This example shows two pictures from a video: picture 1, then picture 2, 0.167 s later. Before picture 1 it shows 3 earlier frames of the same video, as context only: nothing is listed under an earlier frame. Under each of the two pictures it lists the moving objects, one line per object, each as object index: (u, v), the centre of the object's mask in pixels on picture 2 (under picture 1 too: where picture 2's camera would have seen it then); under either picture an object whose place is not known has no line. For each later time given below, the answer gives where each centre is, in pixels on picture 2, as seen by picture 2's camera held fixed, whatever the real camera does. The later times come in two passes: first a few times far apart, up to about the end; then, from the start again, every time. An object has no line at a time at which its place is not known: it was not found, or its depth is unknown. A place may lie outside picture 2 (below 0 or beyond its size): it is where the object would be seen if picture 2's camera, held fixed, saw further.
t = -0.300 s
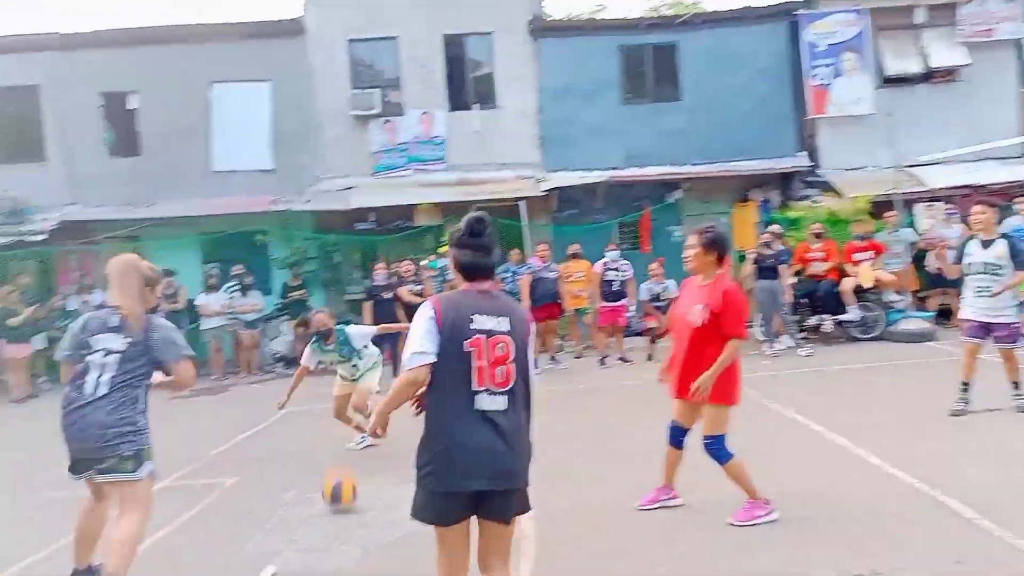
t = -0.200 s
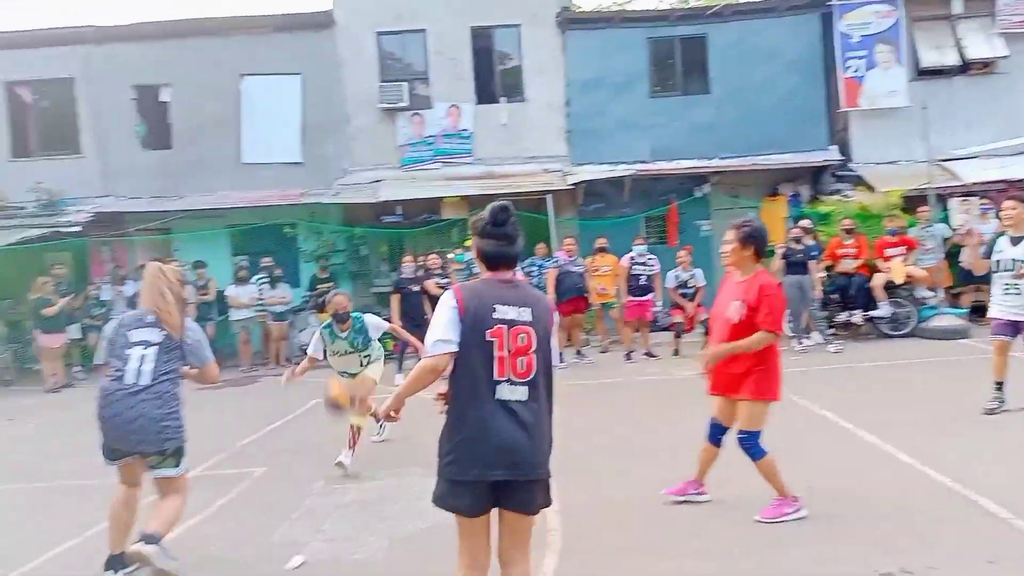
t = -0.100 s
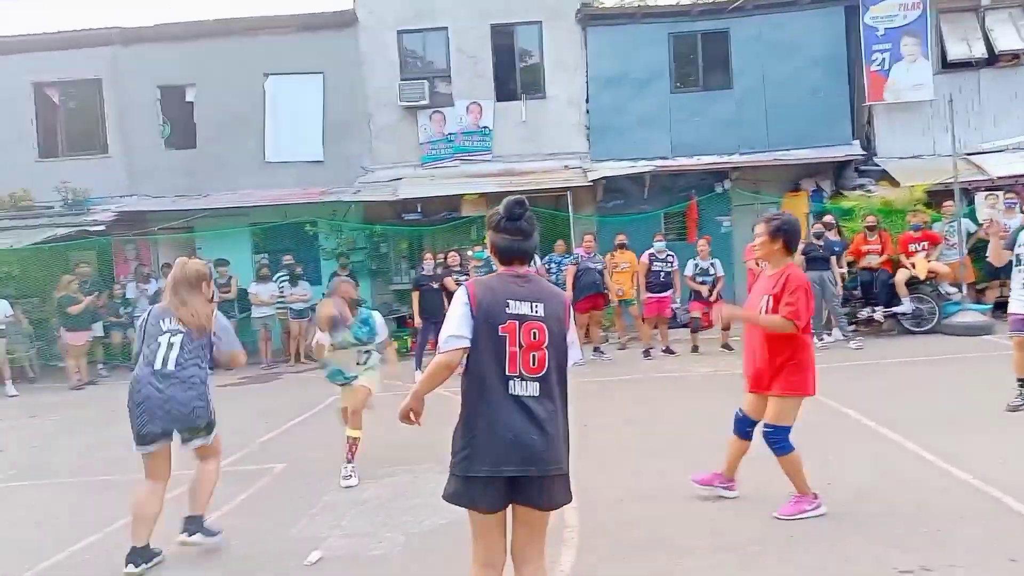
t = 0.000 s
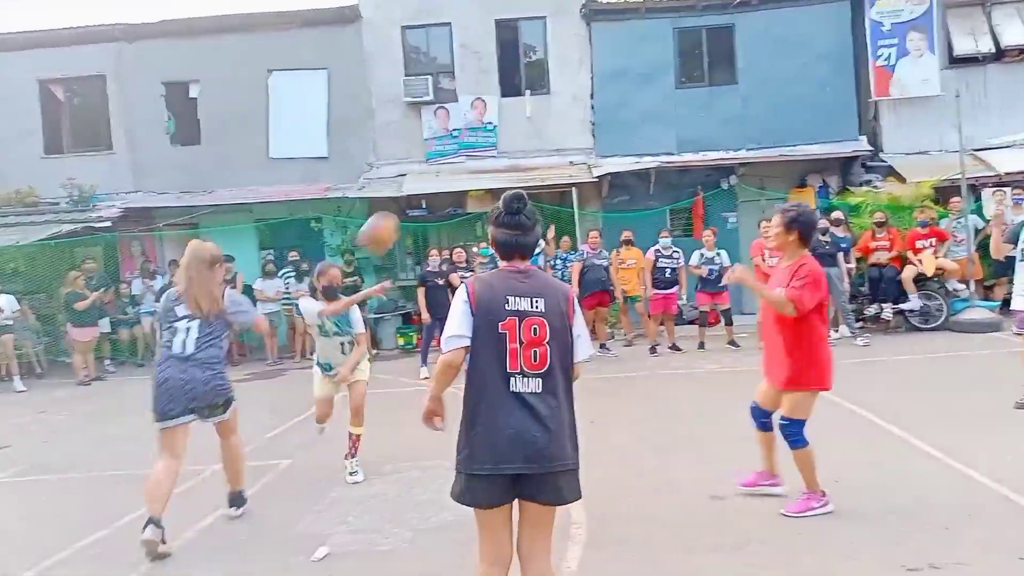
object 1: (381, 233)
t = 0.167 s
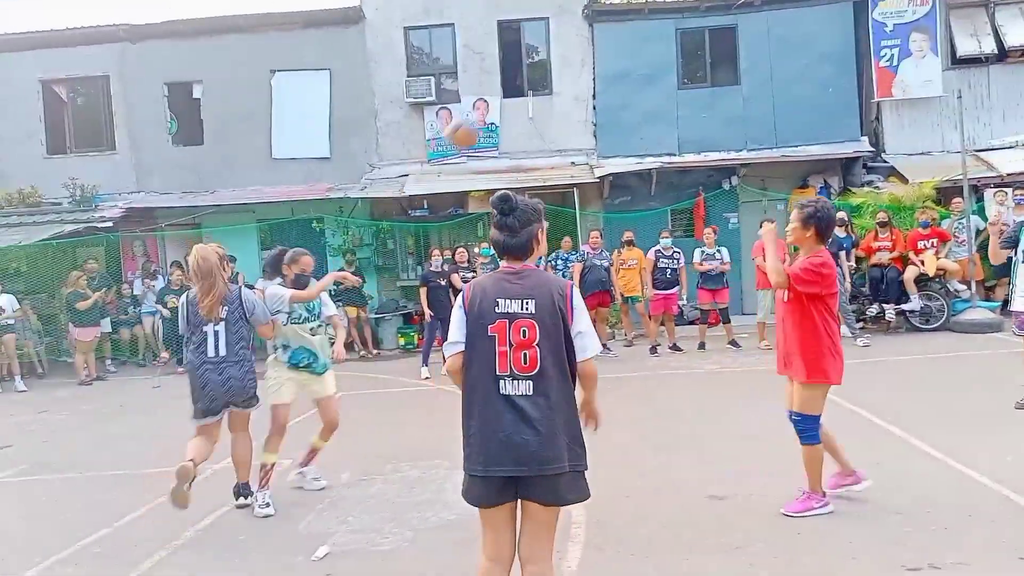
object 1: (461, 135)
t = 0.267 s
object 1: (512, 94)
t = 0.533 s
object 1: (630, 71)
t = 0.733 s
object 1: (714, 119)
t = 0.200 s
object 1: (479, 120)
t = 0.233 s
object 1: (497, 106)
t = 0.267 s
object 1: (512, 94)
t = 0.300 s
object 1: (525, 86)
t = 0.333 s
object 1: (539, 80)
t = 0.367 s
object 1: (552, 75)
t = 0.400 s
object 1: (571, 72)
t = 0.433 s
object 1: (587, 70)
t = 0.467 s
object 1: (603, 68)
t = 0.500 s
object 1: (616, 69)
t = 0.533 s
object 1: (630, 71)
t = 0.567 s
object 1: (645, 75)
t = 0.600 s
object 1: (659, 80)
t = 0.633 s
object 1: (673, 88)
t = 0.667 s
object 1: (687, 98)
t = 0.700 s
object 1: (701, 108)
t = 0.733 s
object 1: (714, 119)
